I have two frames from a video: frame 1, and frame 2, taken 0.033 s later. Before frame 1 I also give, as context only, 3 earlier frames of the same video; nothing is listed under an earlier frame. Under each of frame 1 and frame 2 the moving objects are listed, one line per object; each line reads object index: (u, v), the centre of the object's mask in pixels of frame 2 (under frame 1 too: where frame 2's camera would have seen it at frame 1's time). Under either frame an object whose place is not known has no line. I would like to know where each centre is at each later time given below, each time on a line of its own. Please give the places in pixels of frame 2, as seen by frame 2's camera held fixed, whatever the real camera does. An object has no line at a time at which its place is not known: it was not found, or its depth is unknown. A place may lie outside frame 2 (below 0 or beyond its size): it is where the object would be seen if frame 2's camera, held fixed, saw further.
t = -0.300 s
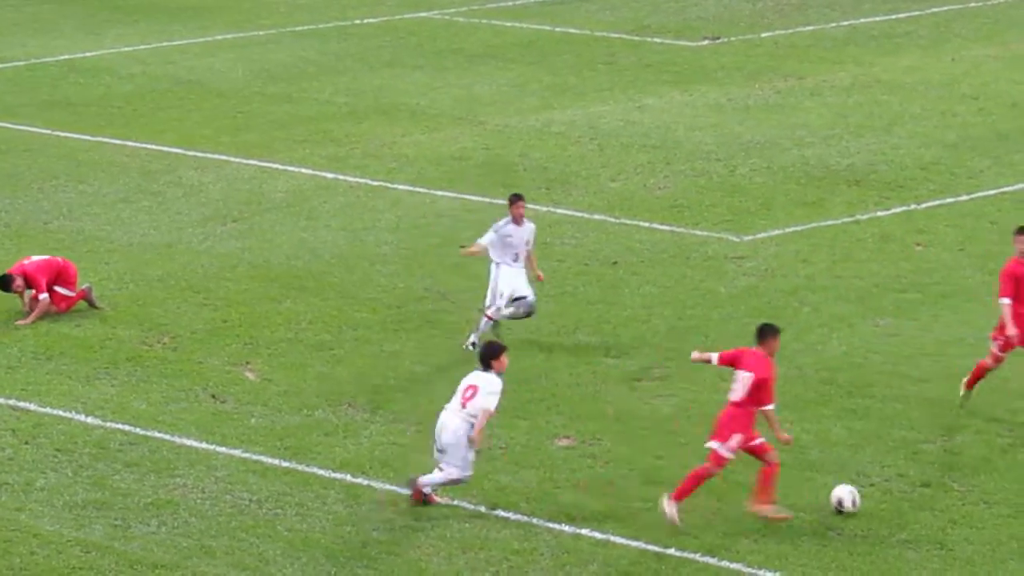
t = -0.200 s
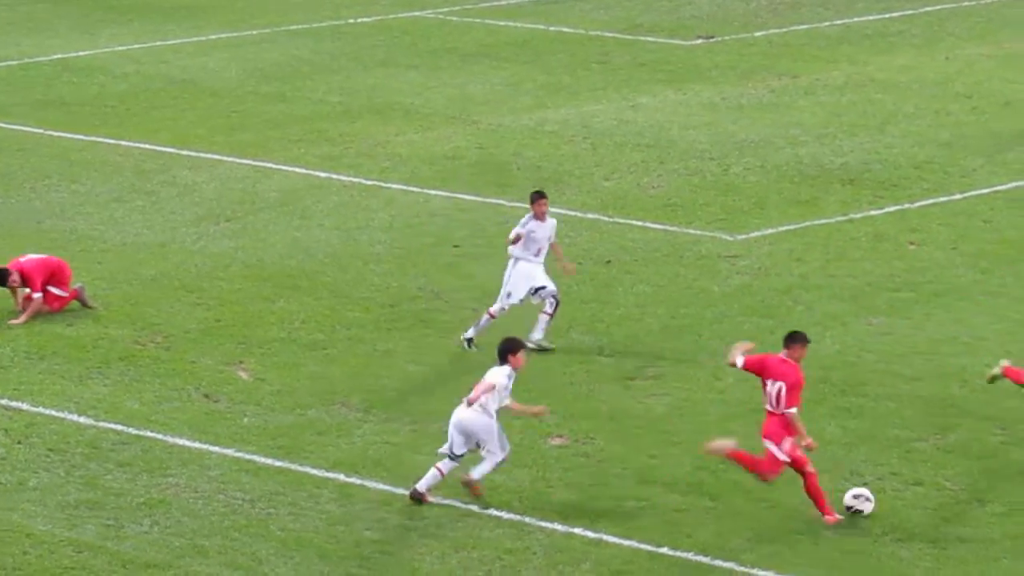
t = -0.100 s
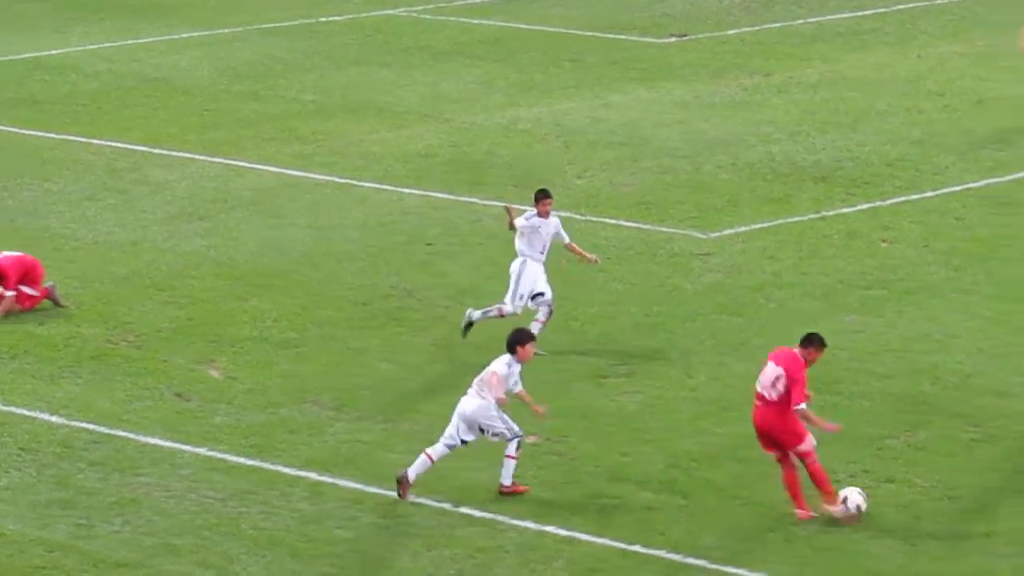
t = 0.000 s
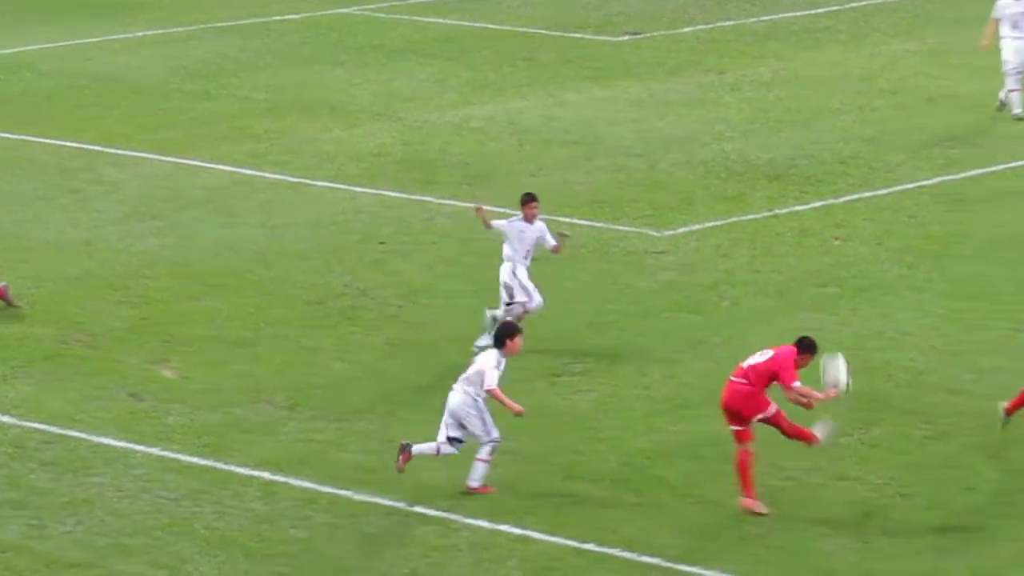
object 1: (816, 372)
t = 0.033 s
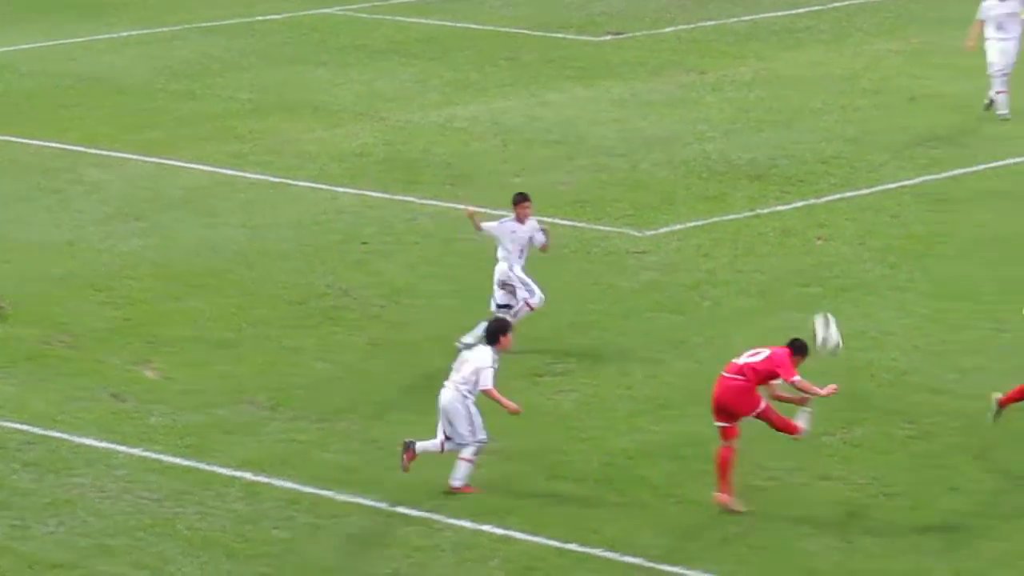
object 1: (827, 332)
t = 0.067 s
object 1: (833, 296)
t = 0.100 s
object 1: (840, 262)
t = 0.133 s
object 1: (845, 229)
